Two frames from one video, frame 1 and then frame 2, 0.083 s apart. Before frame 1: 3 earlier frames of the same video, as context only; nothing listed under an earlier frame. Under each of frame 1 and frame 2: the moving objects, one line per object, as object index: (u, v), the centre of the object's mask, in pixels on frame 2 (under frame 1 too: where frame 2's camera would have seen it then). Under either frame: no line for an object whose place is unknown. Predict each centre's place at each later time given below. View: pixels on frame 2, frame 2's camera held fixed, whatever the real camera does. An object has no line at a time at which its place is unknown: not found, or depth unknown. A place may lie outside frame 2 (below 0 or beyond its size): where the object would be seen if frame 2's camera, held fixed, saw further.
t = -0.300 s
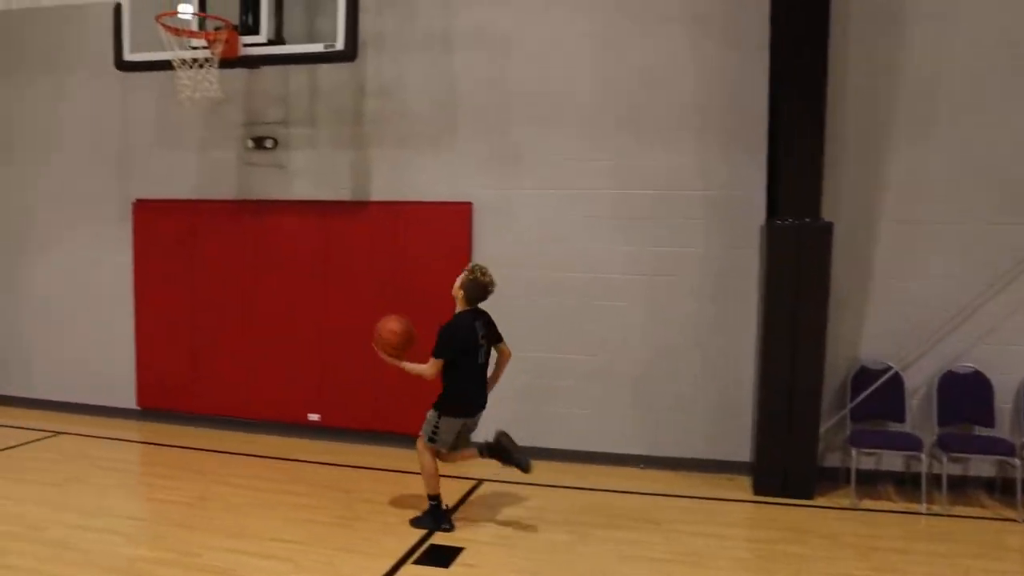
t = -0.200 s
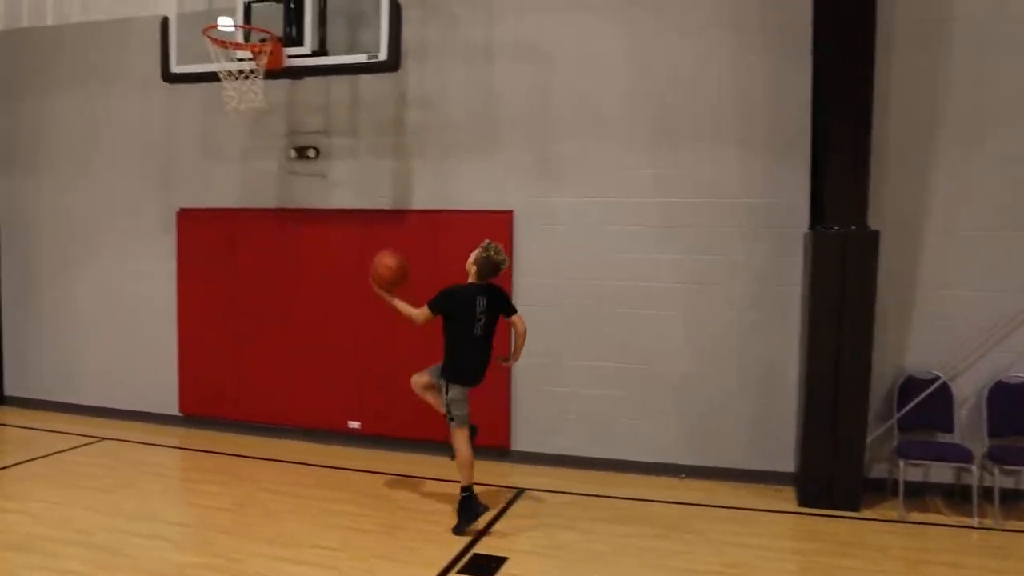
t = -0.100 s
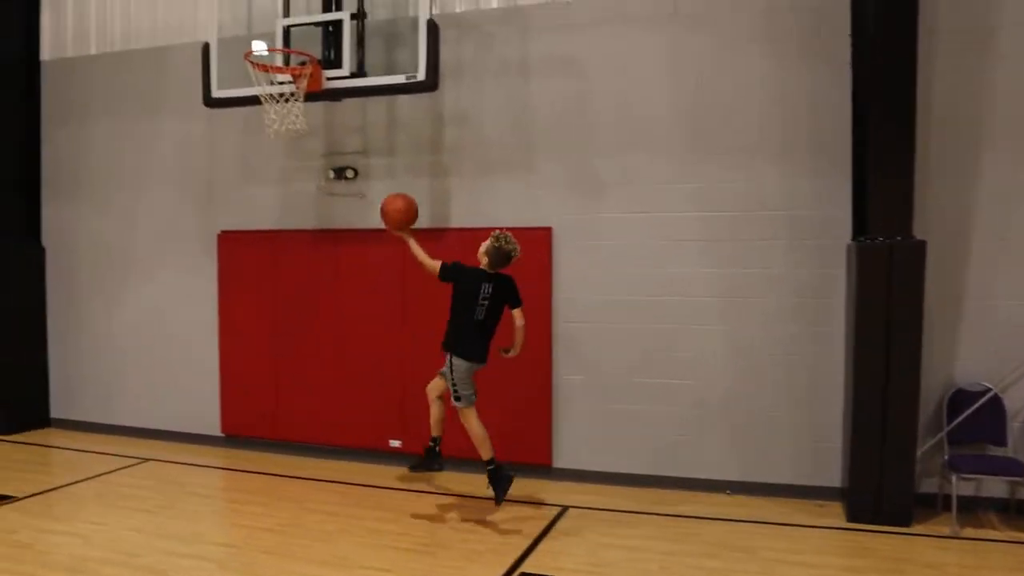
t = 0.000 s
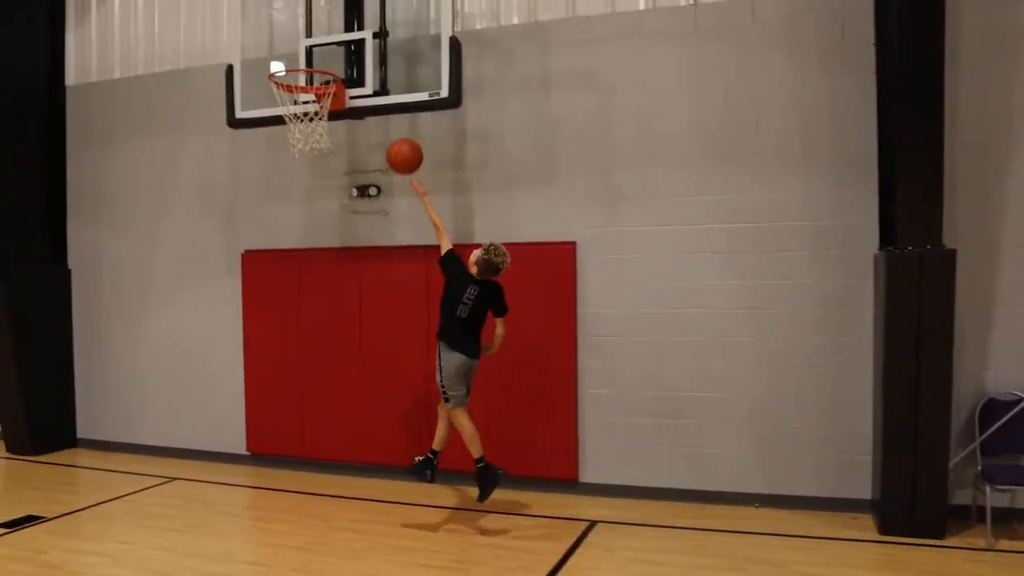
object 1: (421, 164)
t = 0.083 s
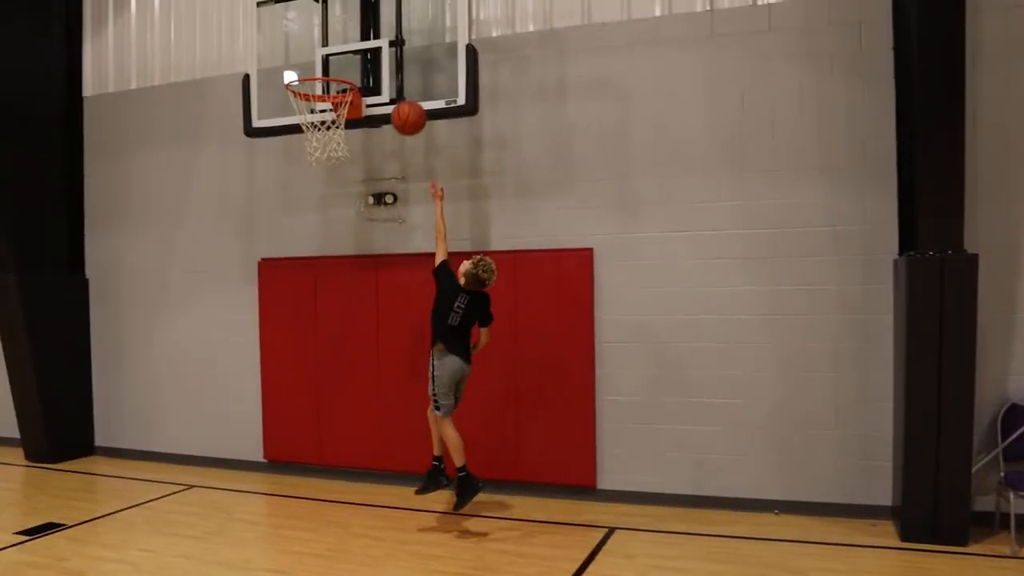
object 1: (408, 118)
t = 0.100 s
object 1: (406, 110)
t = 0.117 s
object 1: (403, 104)
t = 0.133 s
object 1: (401, 97)
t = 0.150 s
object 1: (398, 90)
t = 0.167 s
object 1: (396, 85)
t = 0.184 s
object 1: (394, 79)
